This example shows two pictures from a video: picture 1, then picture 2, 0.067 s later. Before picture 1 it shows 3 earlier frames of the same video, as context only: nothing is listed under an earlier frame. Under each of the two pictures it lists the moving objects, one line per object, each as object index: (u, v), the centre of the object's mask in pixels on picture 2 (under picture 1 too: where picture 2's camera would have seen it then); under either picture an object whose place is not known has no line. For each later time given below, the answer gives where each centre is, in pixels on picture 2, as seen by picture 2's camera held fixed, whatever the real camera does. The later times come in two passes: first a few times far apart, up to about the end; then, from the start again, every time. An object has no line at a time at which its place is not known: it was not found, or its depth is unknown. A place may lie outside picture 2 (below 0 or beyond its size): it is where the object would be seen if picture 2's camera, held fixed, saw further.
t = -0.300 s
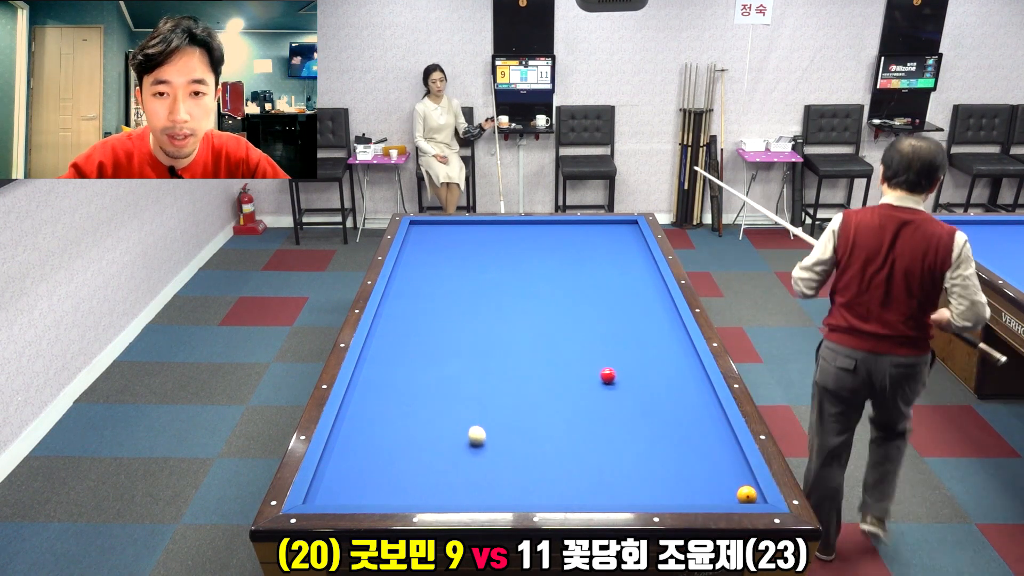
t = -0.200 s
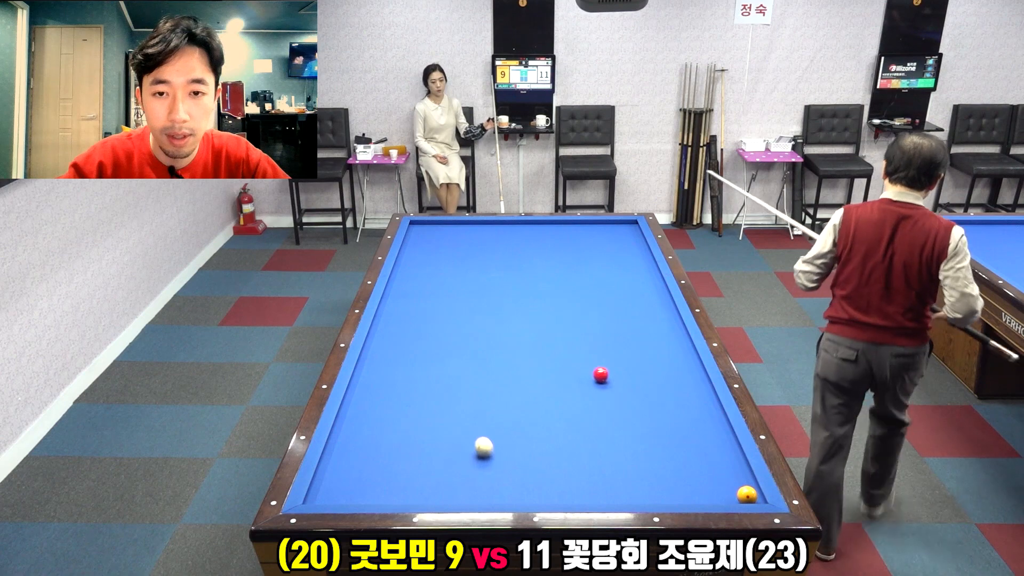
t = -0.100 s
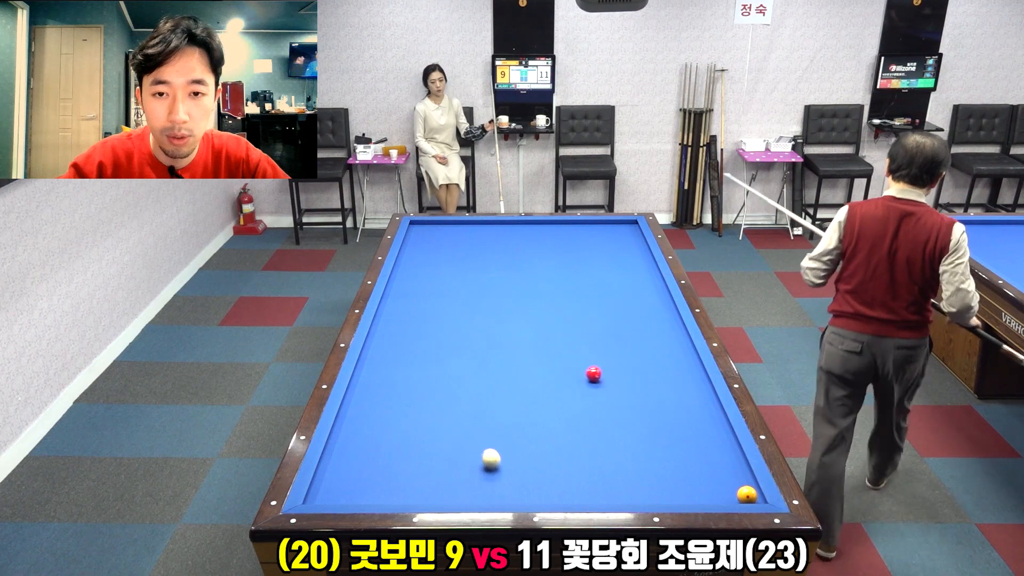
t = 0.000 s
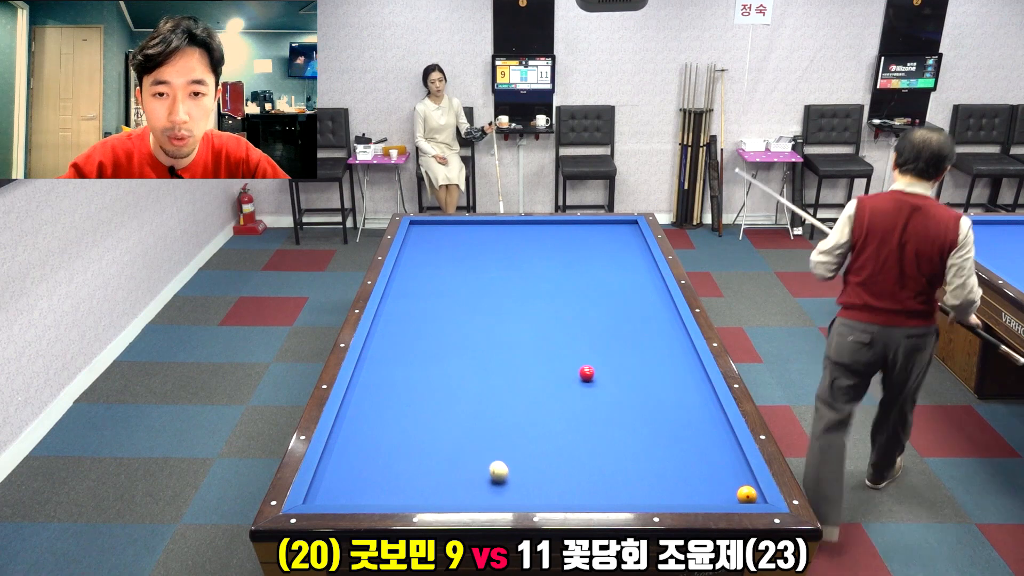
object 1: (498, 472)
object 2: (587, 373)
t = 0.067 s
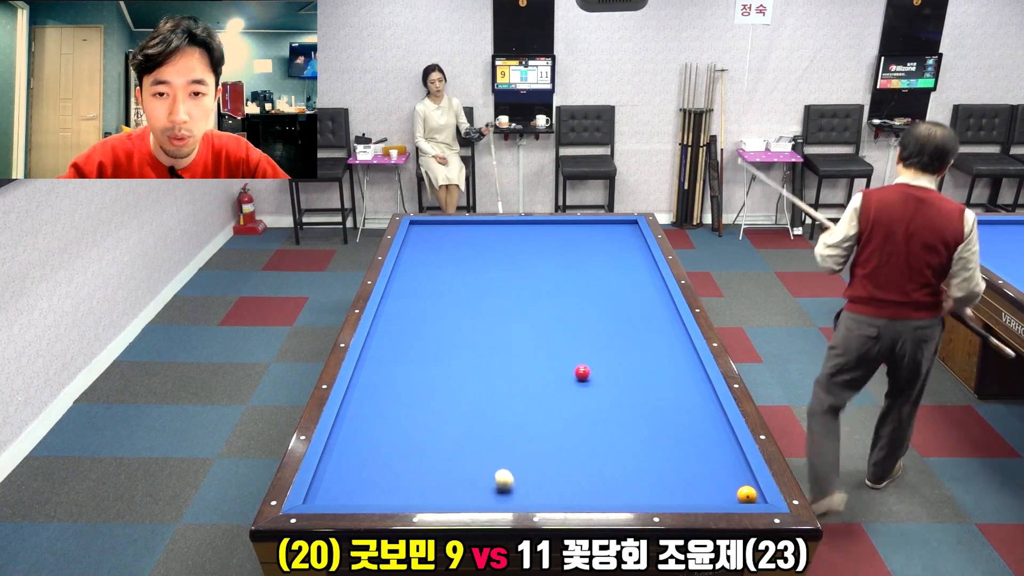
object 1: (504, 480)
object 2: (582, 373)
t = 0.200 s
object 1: (514, 496)
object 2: (573, 372)
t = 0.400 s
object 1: (534, 485)
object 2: (560, 371)
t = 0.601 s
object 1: (553, 470)
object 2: (548, 369)
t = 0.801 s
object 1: (570, 457)
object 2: (536, 368)
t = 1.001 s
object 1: (586, 444)
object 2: (524, 367)
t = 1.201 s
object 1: (600, 433)
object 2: (513, 366)
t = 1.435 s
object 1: (616, 420)
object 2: (501, 365)
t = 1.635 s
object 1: (629, 410)
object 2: (490, 363)
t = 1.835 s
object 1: (642, 401)
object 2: (481, 363)
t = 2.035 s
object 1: (653, 392)
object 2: (471, 362)
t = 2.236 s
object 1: (664, 384)
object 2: (463, 361)
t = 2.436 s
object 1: (674, 376)
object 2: (454, 360)
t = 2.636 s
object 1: (684, 368)
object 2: (446, 359)
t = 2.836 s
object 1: (693, 361)
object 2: (439, 358)
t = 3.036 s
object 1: (686, 356)
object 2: (431, 357)
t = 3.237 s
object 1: (678, 352)
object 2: (424, 357)
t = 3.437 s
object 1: (670, 347)
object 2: (418, 356)
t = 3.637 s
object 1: (663, 343)
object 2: (412, 356)
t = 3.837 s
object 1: (656, 340)
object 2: (406, 355)
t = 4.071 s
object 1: (649, 335)
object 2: (400, 355)
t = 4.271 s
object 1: (643, 332)
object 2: (395, 354)
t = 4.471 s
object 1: (637, 329)
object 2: (390, 354)
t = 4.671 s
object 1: (632, 326)
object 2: (386, 354)
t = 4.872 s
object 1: (627, 323)
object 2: (382, 353)
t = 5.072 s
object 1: (622, 320)
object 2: (379, 353)
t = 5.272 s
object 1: (618, 318)
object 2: (375, 353)
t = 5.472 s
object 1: (614, 316)
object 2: (372, 353)
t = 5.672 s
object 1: (610, 314)
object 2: (369, 353)
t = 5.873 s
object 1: (606, 312)
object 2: (367, 353)
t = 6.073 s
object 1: (603, 310)
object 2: (368, 353)
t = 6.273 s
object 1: (599, 308)
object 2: (368, 353)
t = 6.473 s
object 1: (597, 307)
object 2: (369, 353)
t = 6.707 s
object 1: (594, 305)
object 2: (369, 353)
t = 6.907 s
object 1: (591, 304)
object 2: (369, 353)
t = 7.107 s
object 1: (589, 302)
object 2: (369, 353)
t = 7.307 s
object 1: (587, 301)
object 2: (369, 353)
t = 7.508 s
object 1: (585, 300)
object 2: (369, 353)
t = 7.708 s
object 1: (583, 300)
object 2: (369, 353)
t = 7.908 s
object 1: (582, 299)
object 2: (369, 353)
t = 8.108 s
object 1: (581, 298)
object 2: (369, 353)
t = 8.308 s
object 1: (580, 298)
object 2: (369, 353)
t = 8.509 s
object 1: (579, 297)
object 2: (369, 353)
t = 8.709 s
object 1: (578, 297)
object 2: (369, 353)
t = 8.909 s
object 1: (578, 297)
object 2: (369, 353)
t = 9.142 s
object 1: (578, 297)
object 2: (369, 353)
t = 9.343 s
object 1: (578, 297)
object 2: (369, 353)
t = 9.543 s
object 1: (578, 297)
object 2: (369, 353)
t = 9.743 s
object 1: (578, 297)
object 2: (369, 353)
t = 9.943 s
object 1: (577, 297)
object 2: (369, 353)
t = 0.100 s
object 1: (506, 485)
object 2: (580, 372)
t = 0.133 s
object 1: (509, 489)
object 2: (578, 372)
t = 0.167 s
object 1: (512, 493)
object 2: (575, 372)
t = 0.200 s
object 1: (514, 496)
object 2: (573, 372)
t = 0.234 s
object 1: (518, 496)
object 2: (571, 372)
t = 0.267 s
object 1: (522, 494)
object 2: (569, 371)
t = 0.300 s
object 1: (525, 492)
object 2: (567, 371)
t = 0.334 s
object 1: (528, 490)
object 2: (564, 371)
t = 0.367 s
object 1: (531, 487)
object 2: (562, 371)
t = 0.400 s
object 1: (534, 485)
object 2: (560, 371)
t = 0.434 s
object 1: (538, 482)
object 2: (558, 370)
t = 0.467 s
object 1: (541, 480)
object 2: (556, 370)
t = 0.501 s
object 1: (544, 477)
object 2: (554, 370)
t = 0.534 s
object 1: (547, 475)
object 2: (552, 370)
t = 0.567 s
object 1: (550, 473)
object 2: (550, 370)
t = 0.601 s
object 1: (553, 470)
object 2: (548, 369)
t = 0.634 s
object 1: (556, 468)
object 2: (546, 369)
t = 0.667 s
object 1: (558, 466)
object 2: (544, 369)
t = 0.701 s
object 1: (561, 464)
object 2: (542, 369)
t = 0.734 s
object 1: (564, 461)
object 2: (540, 369)
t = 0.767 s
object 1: (567, 459)
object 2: (538, 368)
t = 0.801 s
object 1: (570, 457)
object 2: (536, 368)
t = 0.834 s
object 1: (572, 454)
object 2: (534, 368)
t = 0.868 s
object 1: (575, 453)
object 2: (532, 368)
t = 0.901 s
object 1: (578, 450)
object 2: (530, 367)
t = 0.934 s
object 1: (580, 449)
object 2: (528, 367)
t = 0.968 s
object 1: (583, 446)
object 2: (526, 367)
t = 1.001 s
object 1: (586, 444)
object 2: (524, 367)
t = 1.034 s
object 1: (588, 442)
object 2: (522, 367)
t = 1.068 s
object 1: (591, 440)
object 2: (520, 366)
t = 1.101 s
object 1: (593, 438)
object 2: (519, 366)
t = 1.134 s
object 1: (596, 436)
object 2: (517, 366)
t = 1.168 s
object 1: (598, 434)
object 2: (515, 366)
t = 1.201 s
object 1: (600, 433)
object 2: (513, 366)
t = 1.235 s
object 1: (603, 431)
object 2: (511, 366)
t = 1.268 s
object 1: (605, 429)
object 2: (509, 365)
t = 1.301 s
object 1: (607, 427)
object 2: (508, 365)
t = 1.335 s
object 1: (610, 425)
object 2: (506, 365)
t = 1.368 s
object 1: (612, 424)
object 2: (504, 365)
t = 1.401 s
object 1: (614, 422)
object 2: (502, 365)
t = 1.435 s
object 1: (616, 420)
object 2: (501, 365)
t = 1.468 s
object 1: (619, 418)
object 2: (499, 364)
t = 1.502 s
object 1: (621, 417)
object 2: (497, 364)
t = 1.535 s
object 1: (623, 415)
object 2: (495, 364)
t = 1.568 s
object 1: (625, 413)
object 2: (494, 364)
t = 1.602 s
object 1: (627, 412)
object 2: (492, 364)
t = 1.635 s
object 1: (629, 410)
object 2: (490, 363)
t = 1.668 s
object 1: (631, 408)
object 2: (489, 363)
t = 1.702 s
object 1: (634, 407)
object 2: (487, 363)
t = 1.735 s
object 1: (636, 405)
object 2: (485, 363)
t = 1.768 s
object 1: (638, 404)
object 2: (484, 363)
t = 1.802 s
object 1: (640, 402)
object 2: (482, 363)
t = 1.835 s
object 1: (642, 401)
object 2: (481, 363)
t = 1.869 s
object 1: (644, 399)
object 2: (479, 362)
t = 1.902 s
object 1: (646, 398)
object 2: (478, 362)
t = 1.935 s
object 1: (648, 396)
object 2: (476, 362)
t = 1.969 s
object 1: (650, 395)
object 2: (474, 362)
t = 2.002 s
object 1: (651, 393)
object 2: (473, 362)
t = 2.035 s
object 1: (653, 392)
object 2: (471, 362)
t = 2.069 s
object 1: (655, 390)
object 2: (470, 361)
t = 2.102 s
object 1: (657, 389)
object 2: (468, 361)
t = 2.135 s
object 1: (659, 388)
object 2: (467, 361)
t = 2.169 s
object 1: (661, 386)
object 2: (465, 361)
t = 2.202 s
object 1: (662, 385)
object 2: (464, 361)
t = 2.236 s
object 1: (664, 384)
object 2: (463, 361)
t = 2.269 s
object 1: (666, 382)
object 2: (461, 361)
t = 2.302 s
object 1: (667, 381)
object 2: (460, 360)
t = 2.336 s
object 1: (669, 380)
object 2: (458, 360)
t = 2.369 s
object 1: (671, 378)
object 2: (457, 360)
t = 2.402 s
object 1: (673, 377)
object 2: (455, 360)
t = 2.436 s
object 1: (674, 376)
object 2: (454, 360)
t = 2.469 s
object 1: (676, 374)
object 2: (453, 360)
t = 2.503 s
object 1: (678, 373)
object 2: (451, 359)
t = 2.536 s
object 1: (679, 372)
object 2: (450, 359)
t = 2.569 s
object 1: (681, 371)
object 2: (449, 359)
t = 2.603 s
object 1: (683, 369)
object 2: (447, 359)
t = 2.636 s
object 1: (684, 368)
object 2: (446, 359)
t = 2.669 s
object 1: (686, 367)
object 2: (445, 359)
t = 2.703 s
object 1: (687, 366)
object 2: (444, 359)
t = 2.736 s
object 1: (689, 365)
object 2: (442, 358)
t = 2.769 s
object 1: (690, 364)
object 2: (441, 358)
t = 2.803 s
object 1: (692, 362)
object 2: (440, 358)
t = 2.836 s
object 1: (693, 361)
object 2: (439, 358)
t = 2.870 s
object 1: (693, 360)
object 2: (437, 358)
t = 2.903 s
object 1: (692, 360)
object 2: (436, 358)
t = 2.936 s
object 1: (690, 359)
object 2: (435, 358)
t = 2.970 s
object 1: (689, 358)
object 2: (434, 358)
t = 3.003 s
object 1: (688, 357)
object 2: (433, 358)
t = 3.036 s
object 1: (686, 356)
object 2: (431, 357)
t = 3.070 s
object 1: (685, 355)
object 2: (430, 357)
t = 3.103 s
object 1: (683, 355)
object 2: (429, 357)
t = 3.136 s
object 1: (682, 354)
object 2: (428, 357)
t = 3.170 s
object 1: (681, 353)
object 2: (427, 357)
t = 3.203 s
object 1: (679, 352)
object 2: (426, 357)
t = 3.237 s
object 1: (678, 352)
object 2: (424, 357)
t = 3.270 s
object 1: (677, 351)
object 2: (423, 357)
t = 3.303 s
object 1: (676, 350)
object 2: (422, 357)
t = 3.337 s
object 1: (674, 350)
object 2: (421, 357)
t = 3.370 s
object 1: (673, 349)
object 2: (420, 356)
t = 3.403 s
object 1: (672, 348)
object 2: (419, 356)
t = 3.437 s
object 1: (670, 347)
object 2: (418, 356)
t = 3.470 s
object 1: (669, 347)
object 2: (417, 356)
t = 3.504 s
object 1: (668, 346)
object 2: (416, 356)
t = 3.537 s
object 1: (667, 345)
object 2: (415, 356)
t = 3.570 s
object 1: (666, 345)
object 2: (414, 356)
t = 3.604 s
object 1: (664, 344)
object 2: (413, 356)
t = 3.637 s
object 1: (663, 343)
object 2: (412, 356)
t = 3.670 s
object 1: (662, 343)
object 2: (411, 356)
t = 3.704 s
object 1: (661, 342)
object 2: (410, 356)
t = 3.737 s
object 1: (660, 341)
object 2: (409, 356)
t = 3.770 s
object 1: (658, 341)
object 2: (408, 355)
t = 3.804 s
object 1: (657, 340)
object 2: (407, 355)
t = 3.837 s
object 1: (656, 340)
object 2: (406, 355)
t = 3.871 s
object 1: (655, 339)
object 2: (405, 355)
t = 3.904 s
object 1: (654, 338)
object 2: (404, 355)
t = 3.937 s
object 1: (653, 338)
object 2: (404, 355)
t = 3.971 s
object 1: (652, 337)
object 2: (403, 355)
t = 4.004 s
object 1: (651, 337)
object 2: (402, 355)
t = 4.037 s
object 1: (650, 336)
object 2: (401, 355)
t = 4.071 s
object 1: (649, 335)
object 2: (400, 355)
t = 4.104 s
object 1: (648, 335)
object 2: (399, 355)
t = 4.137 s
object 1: (647, 334)
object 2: (398, 354)
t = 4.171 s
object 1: (646, 334)
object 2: (398, 354)
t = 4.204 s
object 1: (645, 333)
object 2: (397, 354)
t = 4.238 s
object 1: (644, 332)
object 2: (396, 354)
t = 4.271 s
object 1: (643, 332)
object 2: (395, 354)
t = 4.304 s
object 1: (642, 332)
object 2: (394, 354)
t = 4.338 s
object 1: (641, 331)
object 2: (394, 354)
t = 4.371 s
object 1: (640, 330)
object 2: (393, 354)
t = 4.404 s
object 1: (639, 330)
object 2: (392, 354)
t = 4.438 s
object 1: (638, 329)
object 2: (391, 354)
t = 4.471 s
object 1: (637, 329)
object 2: (390, 354)
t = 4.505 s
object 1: (636, 328)
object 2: (390, 354)
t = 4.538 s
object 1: (635, 328)
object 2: (389, 354)
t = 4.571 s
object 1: (635, 327)
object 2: (388, 354)
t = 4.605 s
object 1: (634, 327)
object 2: (388, 354)
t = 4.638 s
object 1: (633, 326)
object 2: (387, 354)
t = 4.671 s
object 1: (632, 326)
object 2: (386, 354)
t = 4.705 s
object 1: (631, 325)
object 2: (386, 353)
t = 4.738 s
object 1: (630, 325)
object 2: (385, 353)
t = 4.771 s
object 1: (629, 324)
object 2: (384, 353)
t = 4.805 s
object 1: (629, 324)
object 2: (384, 353)
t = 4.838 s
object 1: (628, 324)
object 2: (383, 353)
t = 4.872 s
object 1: (627, 323)
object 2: (382, 353)
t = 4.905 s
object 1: (626, 322)
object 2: (382, 353)
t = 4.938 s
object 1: (625, 322)
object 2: (381, 353)
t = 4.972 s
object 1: (625, 322)
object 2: (380, 353)
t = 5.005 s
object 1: (624, 321)
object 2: (380, 353)
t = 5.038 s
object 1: (623, 321)
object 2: (379, 353)
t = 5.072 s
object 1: (622, 320)
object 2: (379, 353)
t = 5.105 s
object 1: (621, 320)
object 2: (378, 353)
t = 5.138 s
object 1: (621, 320)
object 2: (377, 353)
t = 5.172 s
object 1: (620, 319)
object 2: (377, 353)
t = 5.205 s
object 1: (619, 319)
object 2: (376, 353)
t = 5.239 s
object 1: (618, 318)
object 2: (376, 353)
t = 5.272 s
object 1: (618, 318)
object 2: (375, 353)
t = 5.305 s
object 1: (617, 318)
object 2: (375, 353)
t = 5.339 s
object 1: (616, 317)
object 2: (374, 353)
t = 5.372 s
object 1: (616, 317)
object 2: (374, 353)
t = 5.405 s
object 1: (615, 317)
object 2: (373, 353)
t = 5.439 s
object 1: (614, 316)
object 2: (372, 353)
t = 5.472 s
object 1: (614, 316)
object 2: (372, 353)
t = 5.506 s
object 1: (613, 315)
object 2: (372, 353)
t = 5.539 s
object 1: (612, 315)
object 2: (371, 353)
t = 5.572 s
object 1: (611, 315)
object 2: (371, 353)
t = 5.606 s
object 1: (611, 314)
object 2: (370, 353)
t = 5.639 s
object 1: (610, 314)
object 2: (370, 353)
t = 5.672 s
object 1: (610, 314)
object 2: (369, 353)
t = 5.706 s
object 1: (609, 313)
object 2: (369, 353)
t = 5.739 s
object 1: (608, 313)
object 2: (368, 353)
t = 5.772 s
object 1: (608, 313)
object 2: (368, 353)
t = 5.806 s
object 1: (607, 312)
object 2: (368, 353)
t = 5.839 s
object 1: (607, 312)
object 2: (367, 353)
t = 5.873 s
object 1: (606, 312)
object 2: (367, 353)
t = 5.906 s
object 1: (605, 311)
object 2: (367, 353)
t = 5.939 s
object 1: (605, 311)
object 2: (367, 353)
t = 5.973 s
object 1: (604, 311)
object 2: (367, 353)
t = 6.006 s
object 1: (604, 311)
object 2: (367, 353)
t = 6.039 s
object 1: (603, 310)
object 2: (367, 353)
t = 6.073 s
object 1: (603, 310)
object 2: (368, 353)
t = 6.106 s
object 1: (602, 310)
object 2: (368, 353)
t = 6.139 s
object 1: (602, 309)
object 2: (368, 353)
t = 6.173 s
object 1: (601, 309)
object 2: (368, 353)
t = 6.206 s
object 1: (600, 309)
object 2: (368, 353)
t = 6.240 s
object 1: (600, 308)
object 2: (368, 353)
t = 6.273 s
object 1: (599, 308)
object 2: (368, 353)
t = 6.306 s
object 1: (599, 308)
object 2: (369, 353)
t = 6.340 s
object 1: (598, 308)
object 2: (369, 353)
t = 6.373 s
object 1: (598, 307)
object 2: (369, 353)
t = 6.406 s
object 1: (597, 307)
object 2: (369, 353)
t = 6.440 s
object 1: (597, 307)
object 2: (369, 353)
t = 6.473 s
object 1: (597, 307)
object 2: (369, 353)
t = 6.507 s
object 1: (596, 306)
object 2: (369, 353)
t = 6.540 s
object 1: (596, 306)
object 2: (369, 353)
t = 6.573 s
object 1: (595, 306)
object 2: (369, 353)
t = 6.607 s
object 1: (595, 306)
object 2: (369, 353)
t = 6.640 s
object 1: (594, 305)
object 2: (369, 353)
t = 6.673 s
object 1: (594, 305)
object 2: (369, 353)
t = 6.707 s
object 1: (594, 305)
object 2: (369, 353)
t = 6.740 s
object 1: (593, 305)
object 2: (369, 353)
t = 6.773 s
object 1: (593, 304)
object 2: (369, 353)
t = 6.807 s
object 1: (592, 304)
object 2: (369, 353)
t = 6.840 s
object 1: (592, 304)
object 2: (369, 353)
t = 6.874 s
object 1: (592, 304)
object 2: (369, 353)
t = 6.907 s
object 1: (591, 304)
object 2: (369, 353)
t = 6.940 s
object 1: (591, 303)
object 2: (369, 353)
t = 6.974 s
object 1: (590, 303)
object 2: (369, 353)
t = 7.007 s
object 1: (590, 303)
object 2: (369, 353)
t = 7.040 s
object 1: (590, 303)
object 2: (369, 353)
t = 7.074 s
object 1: (589, 303)
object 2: (369, 353)
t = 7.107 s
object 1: (589, 302)
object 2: (369, 353)
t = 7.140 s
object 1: (589, 302)
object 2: (369, 353)
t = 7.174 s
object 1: (588, 302)
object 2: (369, 353)
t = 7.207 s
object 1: (588, 302)
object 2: (369, 353)
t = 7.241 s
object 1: (588, 302)
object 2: (369, 353)
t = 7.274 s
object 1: (587, 302)
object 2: (369, 353)
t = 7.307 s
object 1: (587, 301)
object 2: (369, 353)
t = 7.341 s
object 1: (587, 301)
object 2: (369, 353)
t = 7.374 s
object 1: (586, 301)
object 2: (369, 353)
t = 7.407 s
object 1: (586, 301)
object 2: (369, 353)
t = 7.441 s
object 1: (586, 301)
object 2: (369, 353)
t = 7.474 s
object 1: (585, 300)
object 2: (369, 353)
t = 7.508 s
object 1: (585, 300)
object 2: (369, 353)
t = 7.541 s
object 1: (585, 300)
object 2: (369, 353)
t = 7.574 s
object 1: (585, 300)
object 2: (369, 353)
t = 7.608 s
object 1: (584, 300)
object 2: (369, 353)
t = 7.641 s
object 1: (584, 300)
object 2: (369, 353)
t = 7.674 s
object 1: (584, 300)
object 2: (369, 353)
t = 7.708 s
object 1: (583, 300)
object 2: (369, 353)
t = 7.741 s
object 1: (583, 299)
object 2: (369, 353)
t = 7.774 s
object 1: (583, 299)
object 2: (369, 353)
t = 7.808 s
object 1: (583, 299)
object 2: (369, 353)
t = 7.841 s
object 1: (582, 299)
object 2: (369, 353)
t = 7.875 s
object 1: (582, 299)
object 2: (369, 353)
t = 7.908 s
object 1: (582, 299)
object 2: (369, 353)
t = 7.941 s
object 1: (582, 299)
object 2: (369, 353)
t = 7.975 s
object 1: (582, 299)
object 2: (369, 353)
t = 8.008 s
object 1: (581, 298)
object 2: (369, 353)
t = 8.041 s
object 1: (581, 298)
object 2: (369, 353)
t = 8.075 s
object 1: (581, 298)
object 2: (369, 353)
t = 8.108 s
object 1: (581, 298)
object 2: (369, 353)
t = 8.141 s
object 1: (581, 298)
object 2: (369, 353)
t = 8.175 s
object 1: (580, 298)
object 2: (369, 353)
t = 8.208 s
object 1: (580, 298)
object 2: (369, 353)
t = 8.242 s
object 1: (580, 298)
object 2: (369, 353)
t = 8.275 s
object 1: (580, 297)
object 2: (369, 353)
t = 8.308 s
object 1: (580, 298)
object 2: (369, 353)
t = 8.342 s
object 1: (580, 297)
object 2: (369, 353)
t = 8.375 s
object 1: (580, 297)
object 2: (369, 353)
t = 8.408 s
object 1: (579, 297)
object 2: (369, 353)
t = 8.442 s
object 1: (579, 297)
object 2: (369, 353)
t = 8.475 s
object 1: (579, 297)
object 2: (369, 353)
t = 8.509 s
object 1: (579, 297)
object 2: (369, 353)
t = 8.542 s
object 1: (579, 297)
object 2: (369, 353)
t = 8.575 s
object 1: (579, 297)
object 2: (369, 353)
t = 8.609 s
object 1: (579, 297)
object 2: (369, 353)
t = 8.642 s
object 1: (579, 297)
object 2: (369, 353)
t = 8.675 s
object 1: (578, 297)
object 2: (369, 353)
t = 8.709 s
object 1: (578, 297)
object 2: (369, 353)
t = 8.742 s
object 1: (578, 297)
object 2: (369, 353)
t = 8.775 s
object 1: (578, 297)
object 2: (369, 353)
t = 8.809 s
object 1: (578, 297)
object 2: (369, 353)
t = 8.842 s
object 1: (578, 297)
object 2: (369, 353)
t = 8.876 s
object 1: (578, 297)
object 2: (369, 353)
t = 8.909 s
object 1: (578, 297)
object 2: (369, 353)
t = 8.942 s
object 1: (578, 297)
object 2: (369, 353)
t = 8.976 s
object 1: (578, 297)
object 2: (369, 353)
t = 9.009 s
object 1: (578, 297)
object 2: (369, 353)
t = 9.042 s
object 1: (578, 297)
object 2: (369, 353)
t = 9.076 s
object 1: (578, 297)
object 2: (369, 353)
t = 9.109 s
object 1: (578, 297)
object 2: (369, 353)
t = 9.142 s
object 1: (578, 297)
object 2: (369, 353)
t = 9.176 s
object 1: (578, 297)
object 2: (369, 353)
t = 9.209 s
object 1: (578, 297)
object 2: (369, 353)
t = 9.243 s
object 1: (578, 297)
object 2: (369, 353)
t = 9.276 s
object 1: (578, 297)
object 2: (369, 353)
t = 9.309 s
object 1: (578, 297)
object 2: (369, 353)
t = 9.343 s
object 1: (578, 297)
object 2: (369, 353)
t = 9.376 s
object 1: (578, 297)
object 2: (369, 353)
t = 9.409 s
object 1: (578, 297)
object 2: (369, 353)
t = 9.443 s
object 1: (578, 297)
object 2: (369, 353)
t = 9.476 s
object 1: (577, 297)
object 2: (369, 353)
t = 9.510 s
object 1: (578, 297)
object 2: (369, 353)
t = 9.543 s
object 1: (578, 297)
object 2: (369, 353)
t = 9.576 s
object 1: (578, 297)
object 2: (369, 353)
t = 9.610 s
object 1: (578, 297)
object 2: (369, 353)
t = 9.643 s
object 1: (578, 297)
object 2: (369, 353)
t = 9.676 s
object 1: (577, 297)
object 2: (369, 353)
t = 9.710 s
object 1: (577, 297)
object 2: (369, 353)
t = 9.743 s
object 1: (578, 297)
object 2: (369, 353)
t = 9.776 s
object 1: (577, 297)
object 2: (369, 353)
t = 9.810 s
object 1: (577, 297)
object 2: (369, 353)
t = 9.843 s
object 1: (577, 297)
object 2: (369, 353)
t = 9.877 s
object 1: (577, 297)
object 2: (369, 353)
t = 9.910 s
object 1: (577, 297)
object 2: (369, 353)
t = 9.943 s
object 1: (577, 297)
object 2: (369, 353)
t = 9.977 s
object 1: (577, 297)
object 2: (369, 353)
